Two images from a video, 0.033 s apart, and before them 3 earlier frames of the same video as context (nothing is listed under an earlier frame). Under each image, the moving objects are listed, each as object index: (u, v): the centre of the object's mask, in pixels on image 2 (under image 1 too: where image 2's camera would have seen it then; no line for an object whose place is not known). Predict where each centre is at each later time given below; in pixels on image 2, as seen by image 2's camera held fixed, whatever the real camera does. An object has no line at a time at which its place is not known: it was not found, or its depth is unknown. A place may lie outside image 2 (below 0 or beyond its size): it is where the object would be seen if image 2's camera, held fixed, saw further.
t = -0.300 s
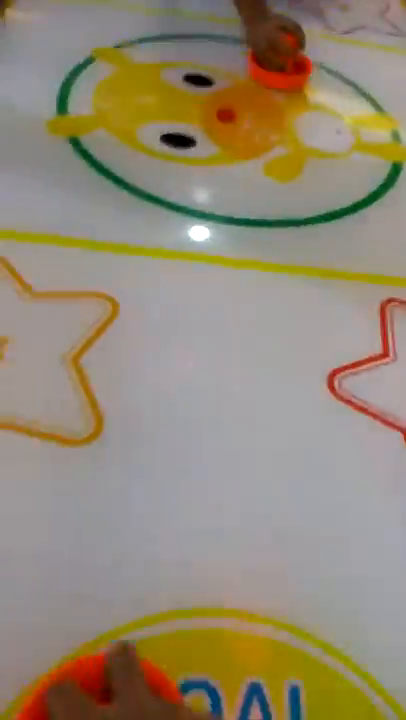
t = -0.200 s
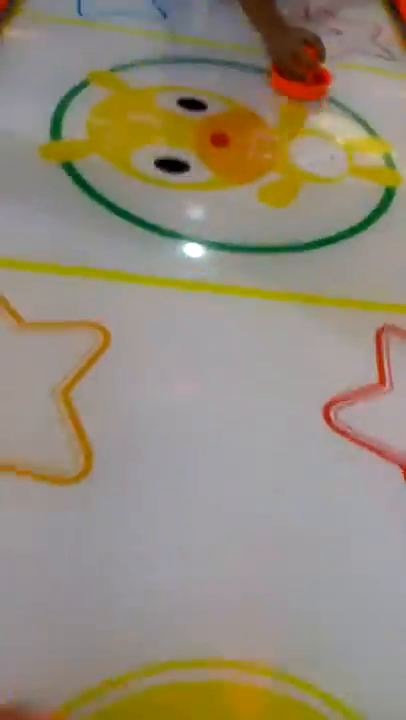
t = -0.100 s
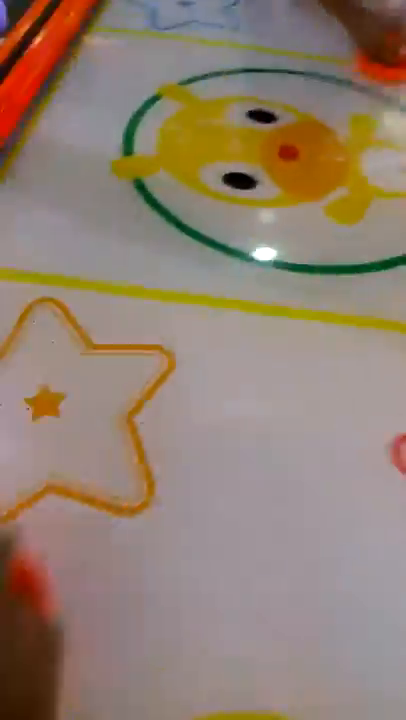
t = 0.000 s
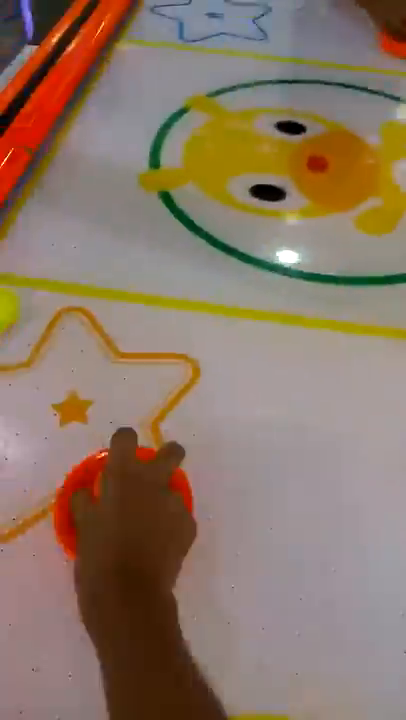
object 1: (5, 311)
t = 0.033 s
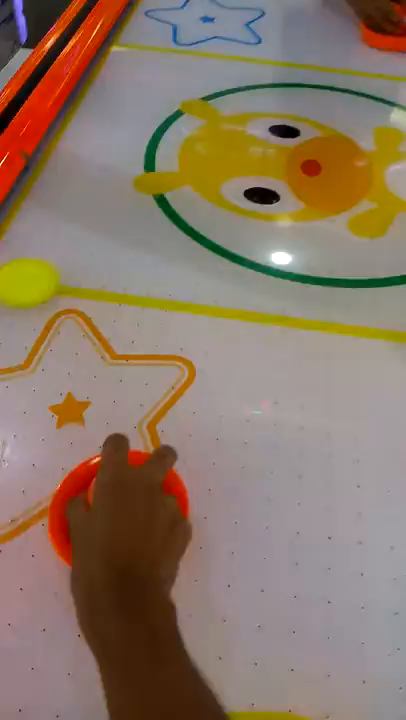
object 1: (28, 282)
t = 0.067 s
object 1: (66, 254)
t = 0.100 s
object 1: (104, 229)
